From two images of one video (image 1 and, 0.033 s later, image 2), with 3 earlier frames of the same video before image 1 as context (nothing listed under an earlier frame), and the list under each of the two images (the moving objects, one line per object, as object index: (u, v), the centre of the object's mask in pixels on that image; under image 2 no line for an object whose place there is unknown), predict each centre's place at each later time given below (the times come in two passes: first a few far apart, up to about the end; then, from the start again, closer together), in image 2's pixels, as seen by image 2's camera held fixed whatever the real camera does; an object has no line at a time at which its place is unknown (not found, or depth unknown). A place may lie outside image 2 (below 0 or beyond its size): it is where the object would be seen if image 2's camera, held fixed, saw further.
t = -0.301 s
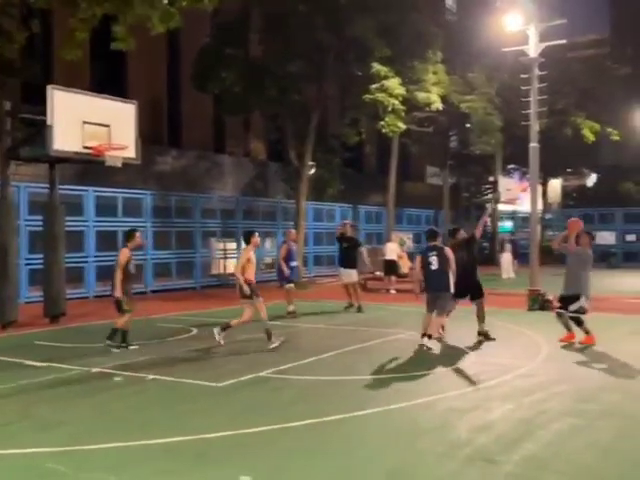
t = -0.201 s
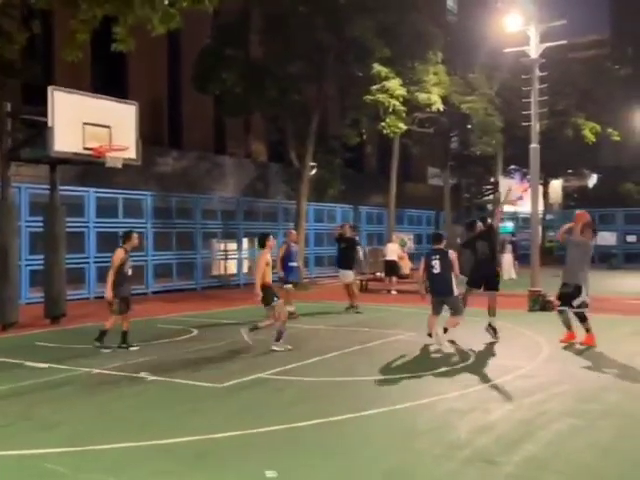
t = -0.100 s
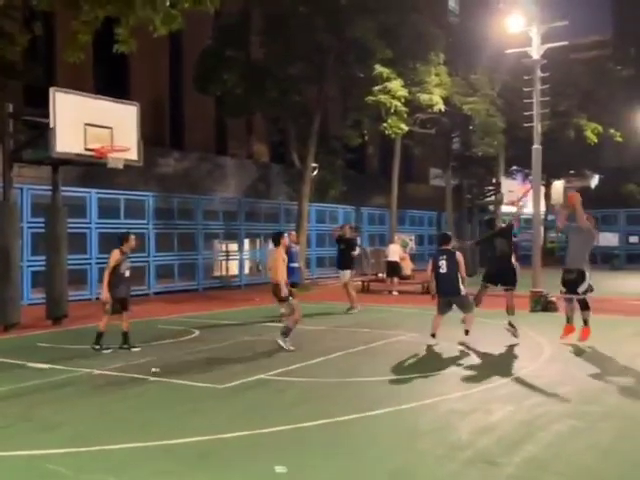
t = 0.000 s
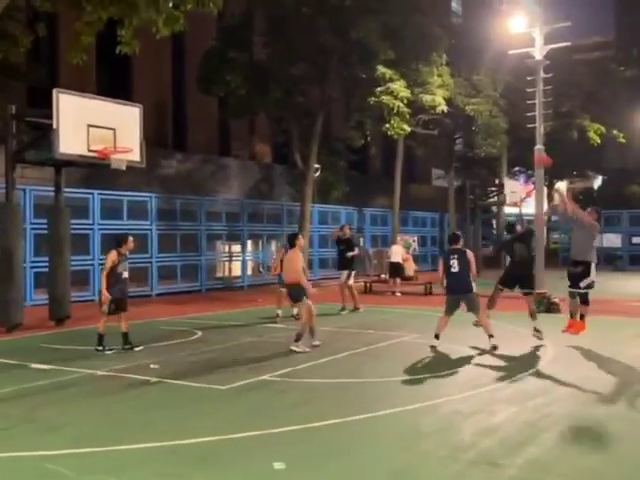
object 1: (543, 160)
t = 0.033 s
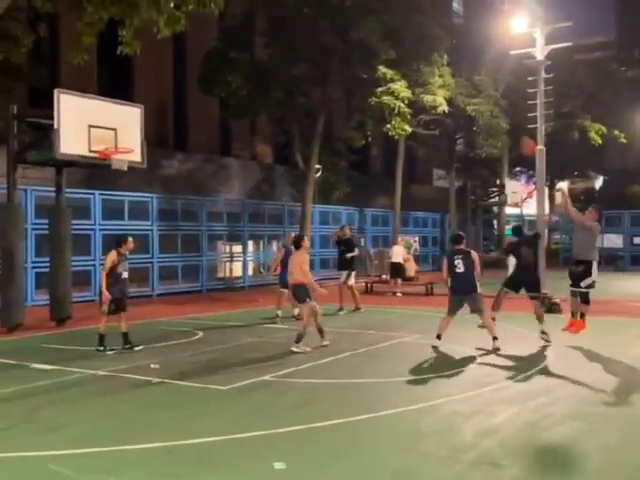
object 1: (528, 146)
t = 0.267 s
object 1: (437, 79)
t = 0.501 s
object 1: (349, 48)
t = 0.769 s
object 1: (255, 55)
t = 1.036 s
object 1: (166, 103)
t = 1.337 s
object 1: (120, 181)
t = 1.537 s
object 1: (133, 236)
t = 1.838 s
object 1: (154, 303)
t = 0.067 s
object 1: (516, 135)
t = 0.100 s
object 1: (502, 123)
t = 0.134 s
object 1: (489, 114)
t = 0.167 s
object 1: (476, 102)
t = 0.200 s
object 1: (463, 95)
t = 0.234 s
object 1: (450, 87)
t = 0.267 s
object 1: (437, 79)
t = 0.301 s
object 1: (425, 72)
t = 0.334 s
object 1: (412, 66)
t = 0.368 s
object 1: (398, 61)
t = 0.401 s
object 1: (386, 56)
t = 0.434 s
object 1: (374, 52)
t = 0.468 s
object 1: (361, 50)
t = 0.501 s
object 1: (349, 48)
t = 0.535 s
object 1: (337, 46)
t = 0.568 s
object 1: (326, 46)
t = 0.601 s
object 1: (314, 45)
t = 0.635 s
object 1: (302, 46)
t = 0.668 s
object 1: (290, 47)
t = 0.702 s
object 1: (279, 49)
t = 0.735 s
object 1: (267, 51)
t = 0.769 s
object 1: (255, 55)
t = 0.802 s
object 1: (244, 58)
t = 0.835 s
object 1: (232, 63)
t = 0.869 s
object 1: (221, 68)
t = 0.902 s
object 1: (210, 74)
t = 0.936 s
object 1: (199, 80)
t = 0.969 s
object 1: (188, 87)
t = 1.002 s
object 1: (177, 95)
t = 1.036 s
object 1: (166, 103)
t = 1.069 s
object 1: (156, 111)
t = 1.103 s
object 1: (147, 120)
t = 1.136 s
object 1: (134, 131)
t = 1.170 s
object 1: (124, 141)
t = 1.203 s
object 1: (114, 150)
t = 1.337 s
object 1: (120, 181)
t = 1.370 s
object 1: (122, 188)
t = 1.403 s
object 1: (124, 196)
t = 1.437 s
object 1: (126, 206)
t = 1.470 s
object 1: (129, 215)
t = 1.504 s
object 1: (131, 225)
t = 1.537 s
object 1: (133, 236)
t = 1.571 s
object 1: (134, 246)
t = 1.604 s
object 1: (136, 257)
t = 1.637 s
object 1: (138, 270)
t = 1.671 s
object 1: (140, 281)
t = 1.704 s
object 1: (142, 294)
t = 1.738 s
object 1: (144, 308)
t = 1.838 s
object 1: (154, 303)
